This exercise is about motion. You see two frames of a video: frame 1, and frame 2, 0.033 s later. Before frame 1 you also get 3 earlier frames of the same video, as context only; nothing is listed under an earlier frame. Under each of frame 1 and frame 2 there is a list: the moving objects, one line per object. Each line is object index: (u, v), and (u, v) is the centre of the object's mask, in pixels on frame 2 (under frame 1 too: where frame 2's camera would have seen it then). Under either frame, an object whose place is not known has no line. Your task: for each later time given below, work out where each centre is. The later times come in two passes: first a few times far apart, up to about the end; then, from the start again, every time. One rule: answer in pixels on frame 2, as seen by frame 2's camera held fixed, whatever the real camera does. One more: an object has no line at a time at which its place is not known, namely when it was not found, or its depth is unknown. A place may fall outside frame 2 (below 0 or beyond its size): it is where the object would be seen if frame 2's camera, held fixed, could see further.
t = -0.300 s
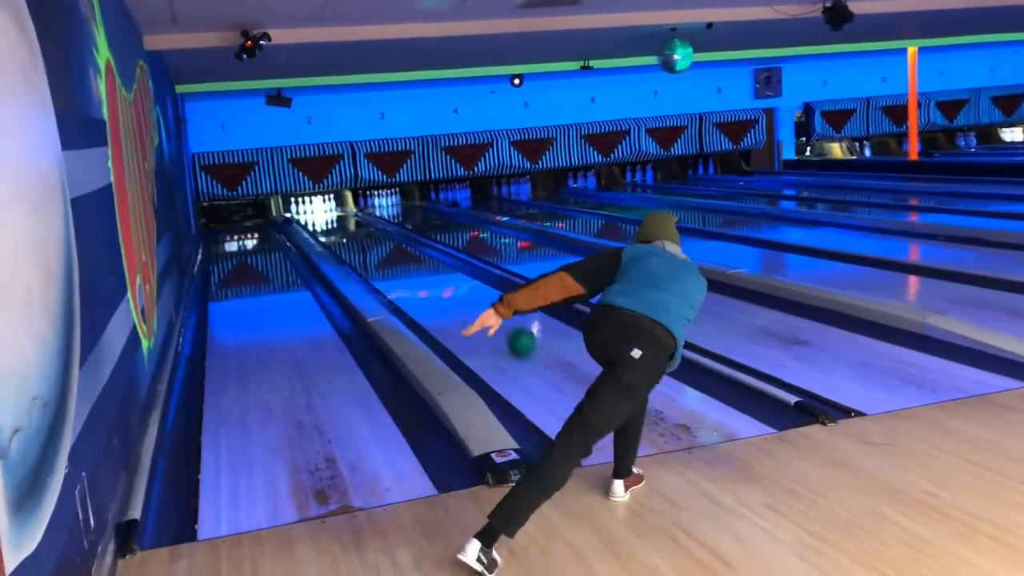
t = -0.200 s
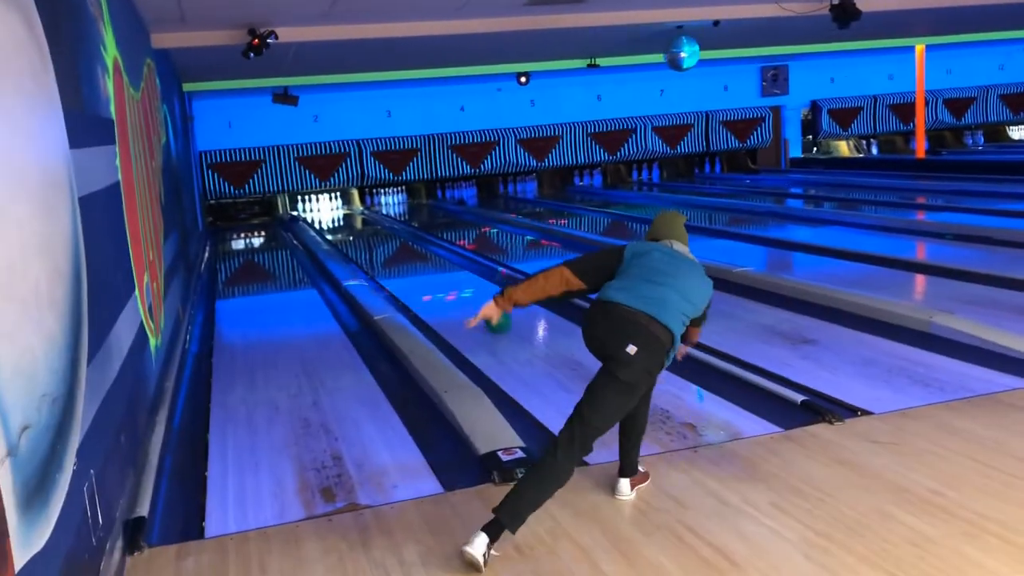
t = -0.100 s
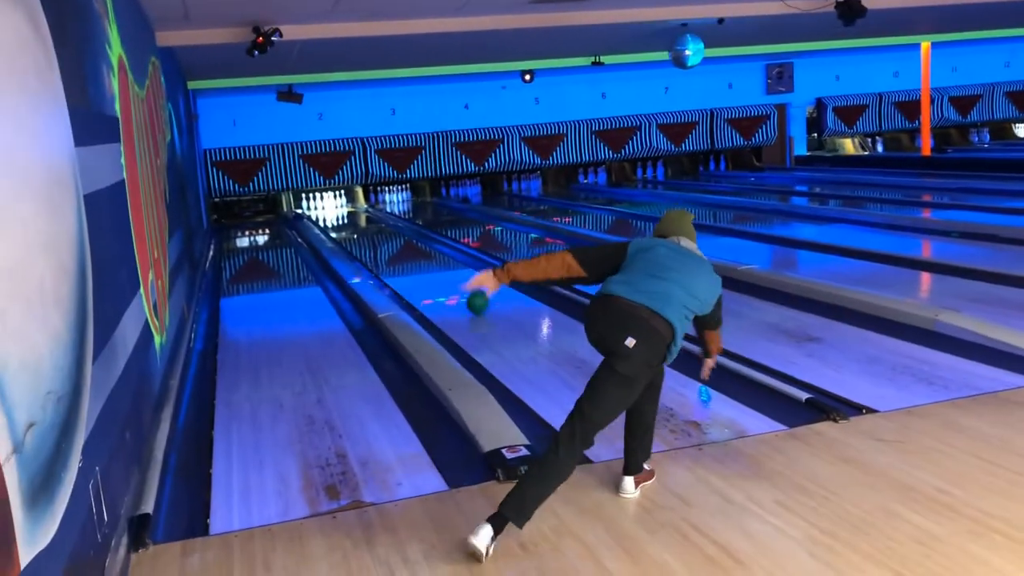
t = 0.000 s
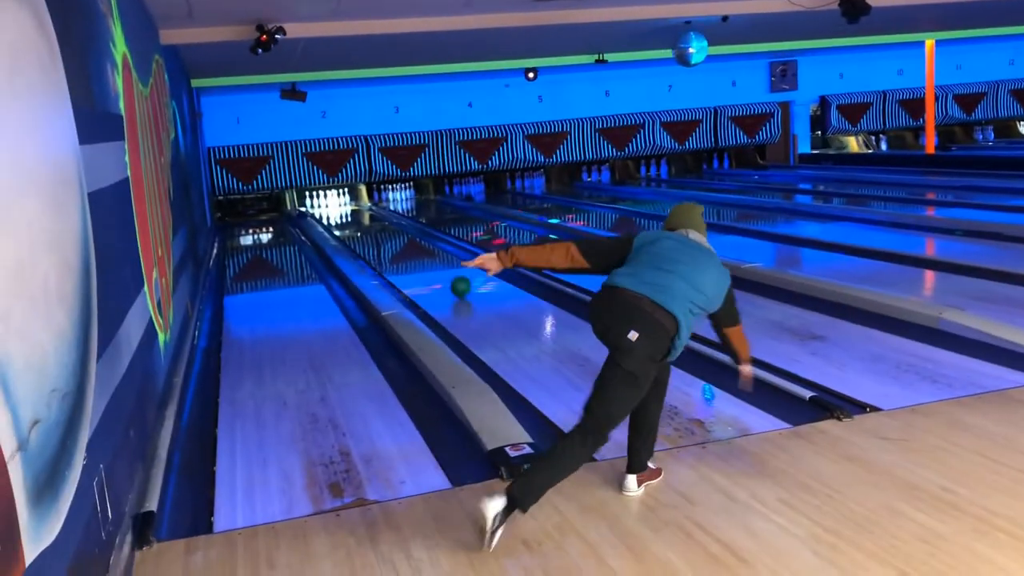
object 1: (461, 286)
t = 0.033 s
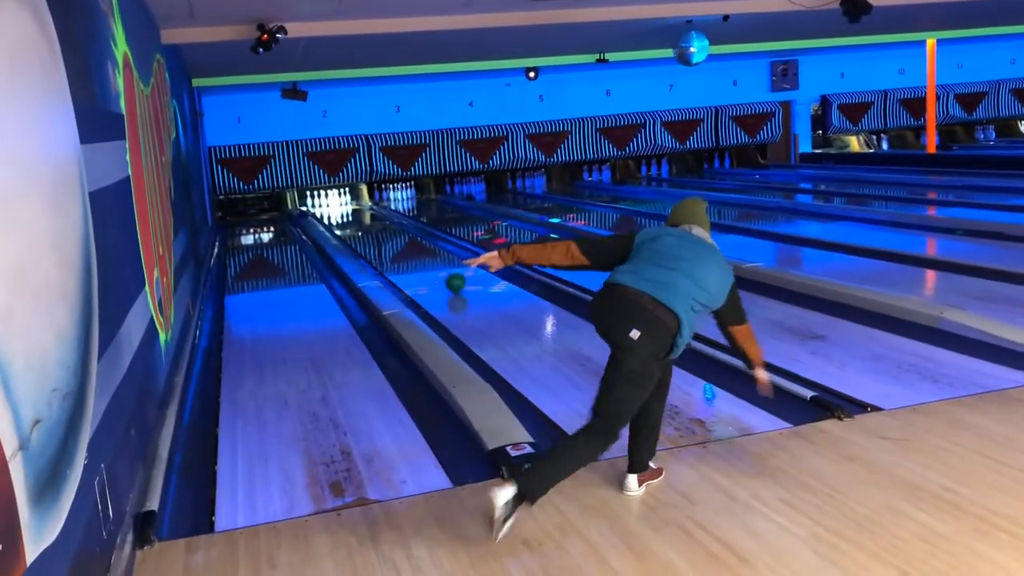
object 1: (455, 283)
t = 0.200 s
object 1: (429, 265)
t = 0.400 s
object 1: (408, 250)
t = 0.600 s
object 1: (388, 240)
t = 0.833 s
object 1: (376, 230)
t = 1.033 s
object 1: (362, 219)
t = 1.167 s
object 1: (359, 219)
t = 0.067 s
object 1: (450, 279)
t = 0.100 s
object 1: (444, 275)
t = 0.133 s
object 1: (439, 271)
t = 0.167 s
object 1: (434, 267)
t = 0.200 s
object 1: (429, 265)
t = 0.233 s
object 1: (426, 262)
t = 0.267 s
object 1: (423, 260)
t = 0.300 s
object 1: (418, 259)
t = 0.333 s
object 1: (415, 257)
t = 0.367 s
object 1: (411, 253)
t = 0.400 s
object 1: (408, 250)
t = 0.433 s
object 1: (404, 248)
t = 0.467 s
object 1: (402, 244)
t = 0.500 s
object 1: (398, 243)
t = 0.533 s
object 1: (396, 242)
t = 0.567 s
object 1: (392, 241)
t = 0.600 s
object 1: (388, 240)
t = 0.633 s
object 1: (385, 234)
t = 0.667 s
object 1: (385, 234)
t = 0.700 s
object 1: (385, 233)
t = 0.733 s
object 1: (379, 233)
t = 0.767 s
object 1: (379, 231)
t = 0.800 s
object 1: (377, 232)
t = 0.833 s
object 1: (376, 230)
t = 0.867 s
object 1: (374, 228)
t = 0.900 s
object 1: (374, 228)
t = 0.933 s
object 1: (369, 224)
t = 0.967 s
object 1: (366, 223)
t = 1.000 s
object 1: (363, 222)
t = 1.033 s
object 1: (362, 219)
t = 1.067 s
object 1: (363, 221)
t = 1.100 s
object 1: (363, 220)
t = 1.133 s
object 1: (360, 219)
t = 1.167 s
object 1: (359, 219)
